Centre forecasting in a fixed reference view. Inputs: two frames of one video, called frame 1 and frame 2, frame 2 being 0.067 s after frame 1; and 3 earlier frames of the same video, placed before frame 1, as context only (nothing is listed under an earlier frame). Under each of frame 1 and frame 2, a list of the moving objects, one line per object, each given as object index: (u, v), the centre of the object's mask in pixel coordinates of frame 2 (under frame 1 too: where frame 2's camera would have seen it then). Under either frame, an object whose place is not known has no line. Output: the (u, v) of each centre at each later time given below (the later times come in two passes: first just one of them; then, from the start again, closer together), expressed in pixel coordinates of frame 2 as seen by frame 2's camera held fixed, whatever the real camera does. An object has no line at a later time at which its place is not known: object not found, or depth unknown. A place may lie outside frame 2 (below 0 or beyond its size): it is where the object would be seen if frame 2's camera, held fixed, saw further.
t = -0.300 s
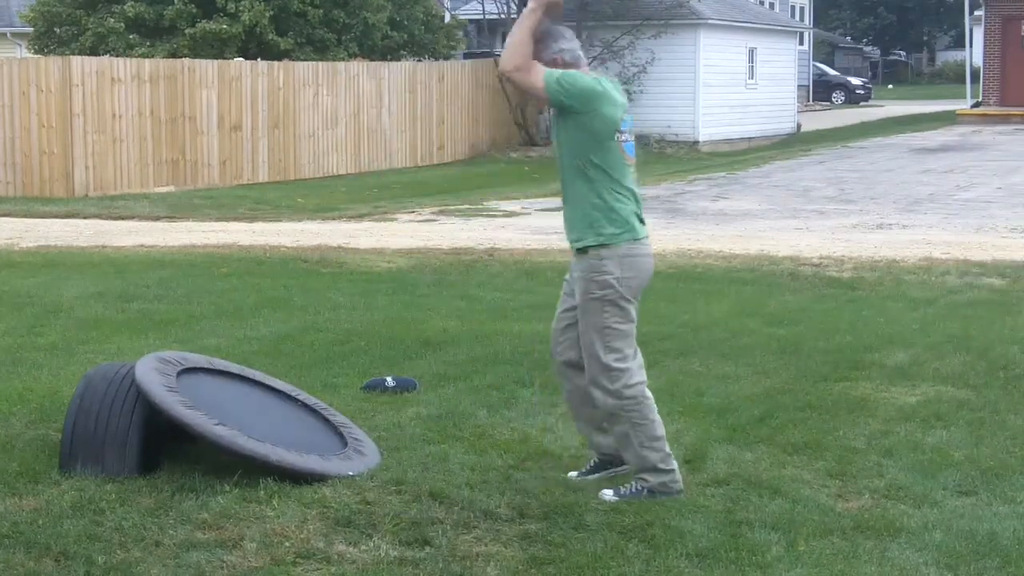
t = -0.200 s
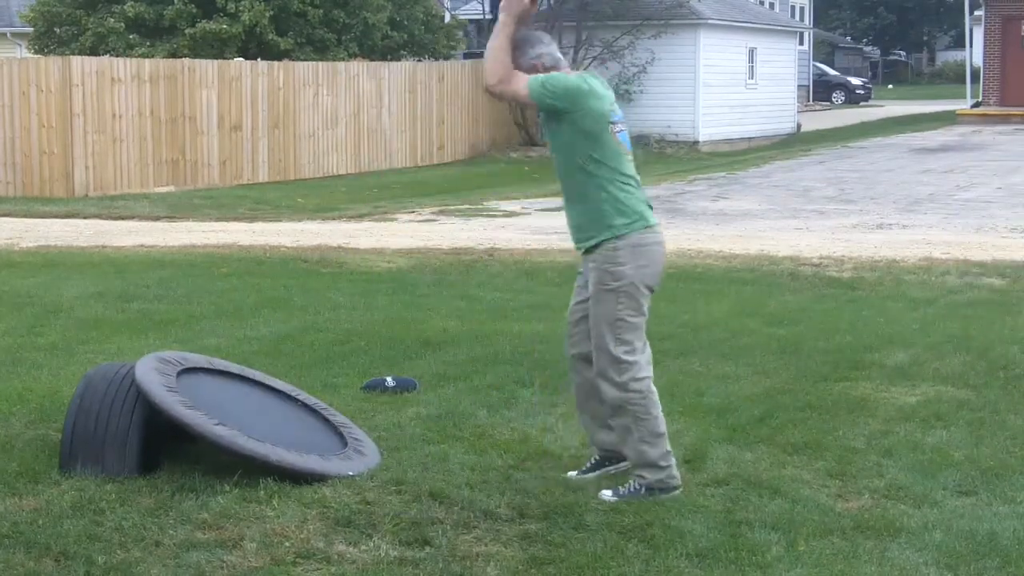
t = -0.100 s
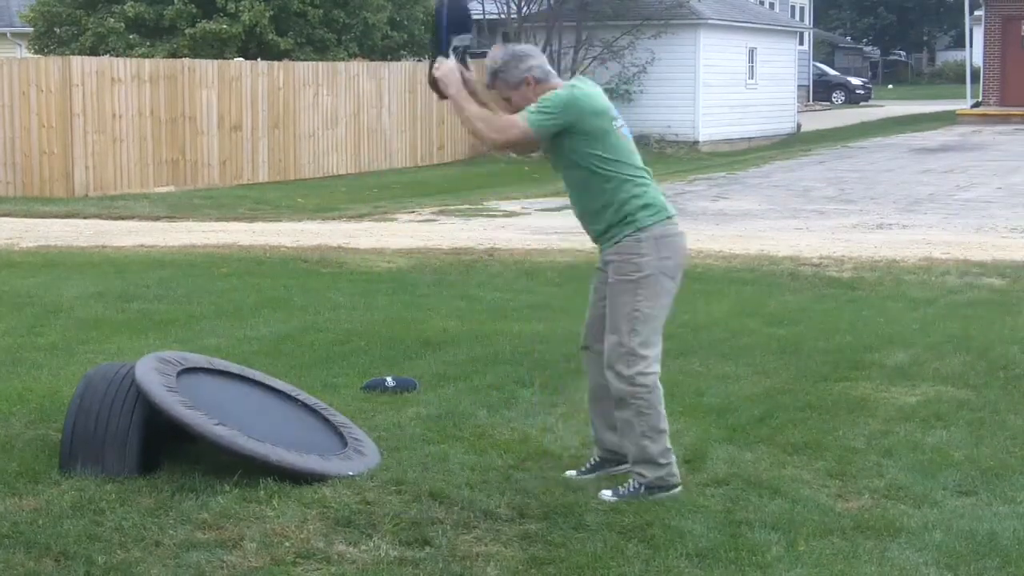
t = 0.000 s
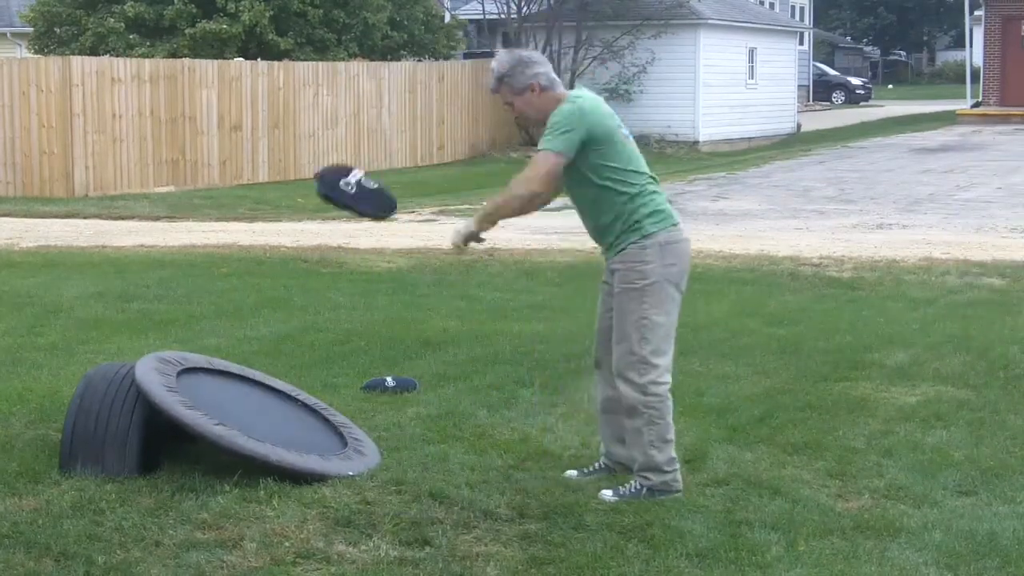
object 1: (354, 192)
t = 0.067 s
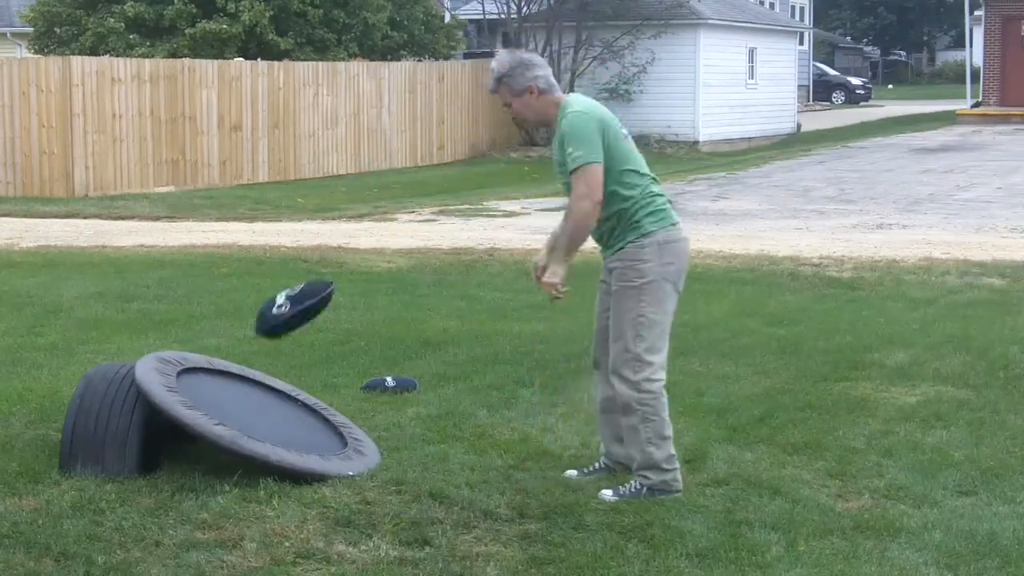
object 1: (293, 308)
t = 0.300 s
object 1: (294, 303)
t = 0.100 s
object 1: (263, 370)
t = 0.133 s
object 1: (240, 410)
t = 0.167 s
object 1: (235, 419)
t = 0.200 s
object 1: (249, 388)
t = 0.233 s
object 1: (264, 357)
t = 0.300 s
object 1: (294, 303)
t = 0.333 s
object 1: (309, 278)
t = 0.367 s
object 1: (324, 256)
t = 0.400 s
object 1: (339, 237)
